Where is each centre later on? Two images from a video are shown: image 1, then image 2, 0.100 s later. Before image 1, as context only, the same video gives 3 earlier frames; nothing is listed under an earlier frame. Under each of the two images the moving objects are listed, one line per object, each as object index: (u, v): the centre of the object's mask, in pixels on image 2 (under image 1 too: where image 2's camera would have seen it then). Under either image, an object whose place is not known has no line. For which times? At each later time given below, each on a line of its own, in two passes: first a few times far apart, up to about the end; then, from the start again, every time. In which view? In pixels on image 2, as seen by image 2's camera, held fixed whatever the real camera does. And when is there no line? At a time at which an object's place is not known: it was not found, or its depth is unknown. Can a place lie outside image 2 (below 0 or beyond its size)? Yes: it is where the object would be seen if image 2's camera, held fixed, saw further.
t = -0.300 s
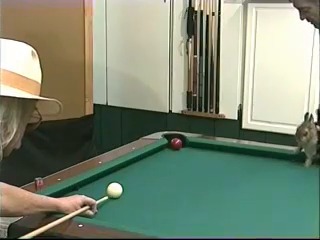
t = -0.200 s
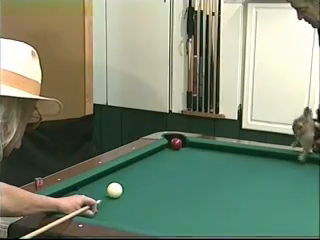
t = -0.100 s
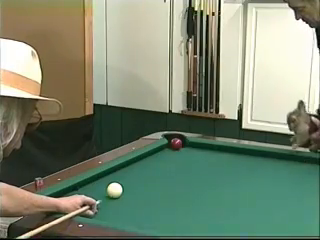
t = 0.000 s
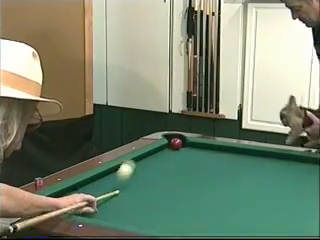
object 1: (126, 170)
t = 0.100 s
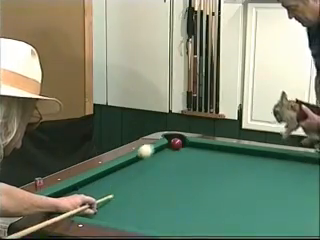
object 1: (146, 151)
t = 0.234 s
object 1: (167, 148)
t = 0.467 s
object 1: (188, 146)
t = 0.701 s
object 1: (203, 146)
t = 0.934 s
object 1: (208, 147)
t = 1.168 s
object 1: (213, 149)
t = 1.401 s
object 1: (217, 151)
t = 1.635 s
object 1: (220, 152)
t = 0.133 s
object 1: (151, 150)
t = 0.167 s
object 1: (157, 151)
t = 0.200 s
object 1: (162, 153)
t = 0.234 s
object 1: (167, 148)
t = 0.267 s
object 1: (172, 144)
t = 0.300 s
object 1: (176, 142)
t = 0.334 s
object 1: (179, 142)
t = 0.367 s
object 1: (182, 143)
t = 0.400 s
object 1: (184, 145)
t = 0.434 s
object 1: (186, 145)
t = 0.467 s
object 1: (188, 146)
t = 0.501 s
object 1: (191, 146)
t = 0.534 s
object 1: (193, 146)
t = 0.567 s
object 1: (195, 146)
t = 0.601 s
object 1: (197, 146)
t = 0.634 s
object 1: (199, 146)
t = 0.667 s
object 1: (201, 146)
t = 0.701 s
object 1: (203, 146)
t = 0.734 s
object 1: (204, 146)
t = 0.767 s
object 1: (204, 146)
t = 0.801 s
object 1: (205, 146)
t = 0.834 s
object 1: (206, 146)
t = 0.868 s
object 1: (207, 147)
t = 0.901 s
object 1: (207, 147)
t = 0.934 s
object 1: (208, 147)
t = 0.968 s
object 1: (209, 148)
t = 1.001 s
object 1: (210, 148)
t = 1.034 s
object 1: (210, 148)
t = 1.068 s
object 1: (211, 148)
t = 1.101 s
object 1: (212, 148)
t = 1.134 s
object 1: (212, 149)
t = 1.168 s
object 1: (213, 149)
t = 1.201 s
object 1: (213, 149)
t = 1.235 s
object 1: (214, 150)
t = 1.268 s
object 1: (214, 150)
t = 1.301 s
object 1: (215, 150)
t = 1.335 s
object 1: (216, 150)
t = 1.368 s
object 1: (216, 150)
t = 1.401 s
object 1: (217, 151)
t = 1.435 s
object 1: (217, 151)
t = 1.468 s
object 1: (218, 151)
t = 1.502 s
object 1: (218, 151)
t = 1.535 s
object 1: (219, 151)
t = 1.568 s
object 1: (219, 152)
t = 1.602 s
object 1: (219, 152)
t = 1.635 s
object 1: (220, 152)
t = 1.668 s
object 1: (220, 152)
